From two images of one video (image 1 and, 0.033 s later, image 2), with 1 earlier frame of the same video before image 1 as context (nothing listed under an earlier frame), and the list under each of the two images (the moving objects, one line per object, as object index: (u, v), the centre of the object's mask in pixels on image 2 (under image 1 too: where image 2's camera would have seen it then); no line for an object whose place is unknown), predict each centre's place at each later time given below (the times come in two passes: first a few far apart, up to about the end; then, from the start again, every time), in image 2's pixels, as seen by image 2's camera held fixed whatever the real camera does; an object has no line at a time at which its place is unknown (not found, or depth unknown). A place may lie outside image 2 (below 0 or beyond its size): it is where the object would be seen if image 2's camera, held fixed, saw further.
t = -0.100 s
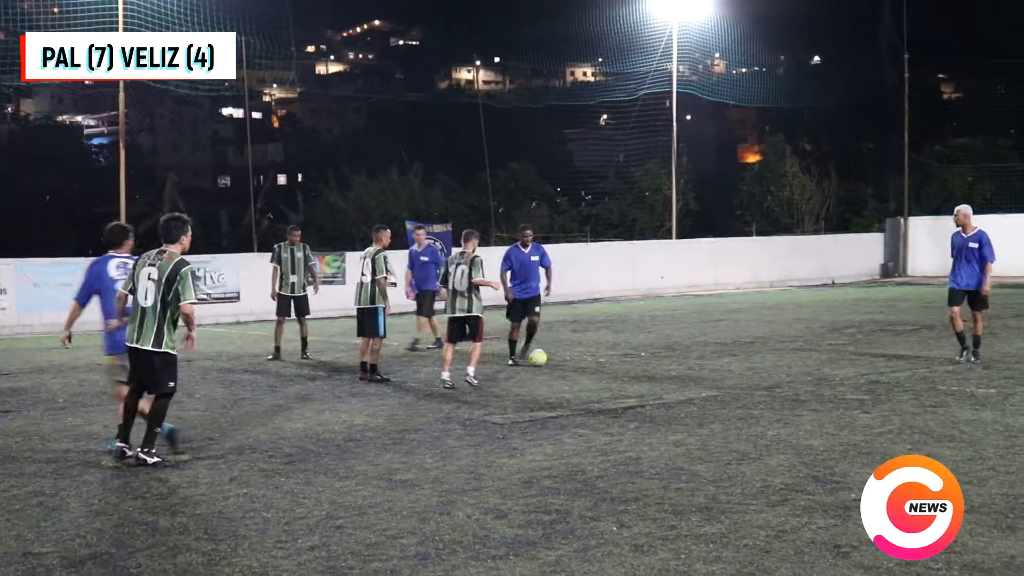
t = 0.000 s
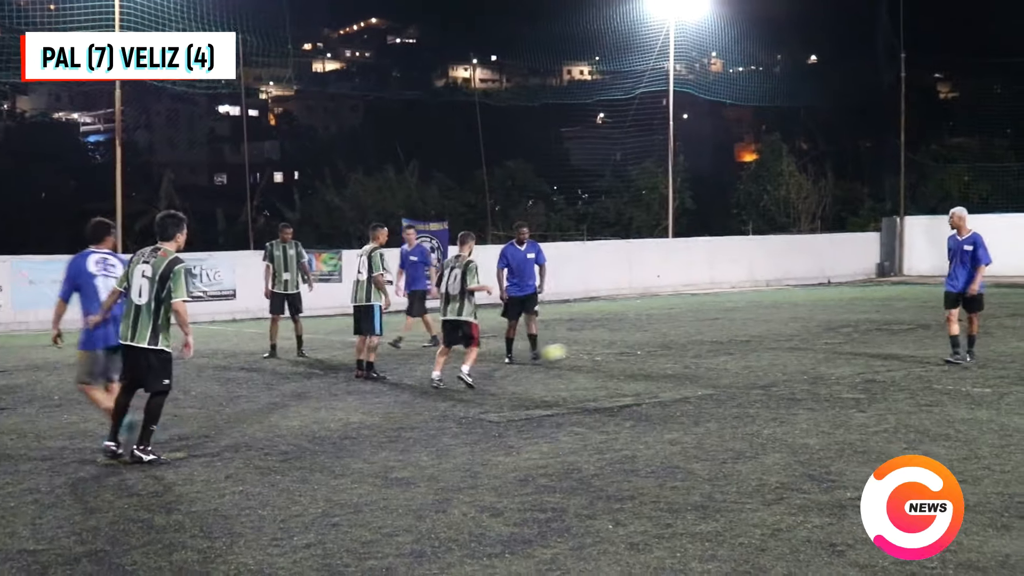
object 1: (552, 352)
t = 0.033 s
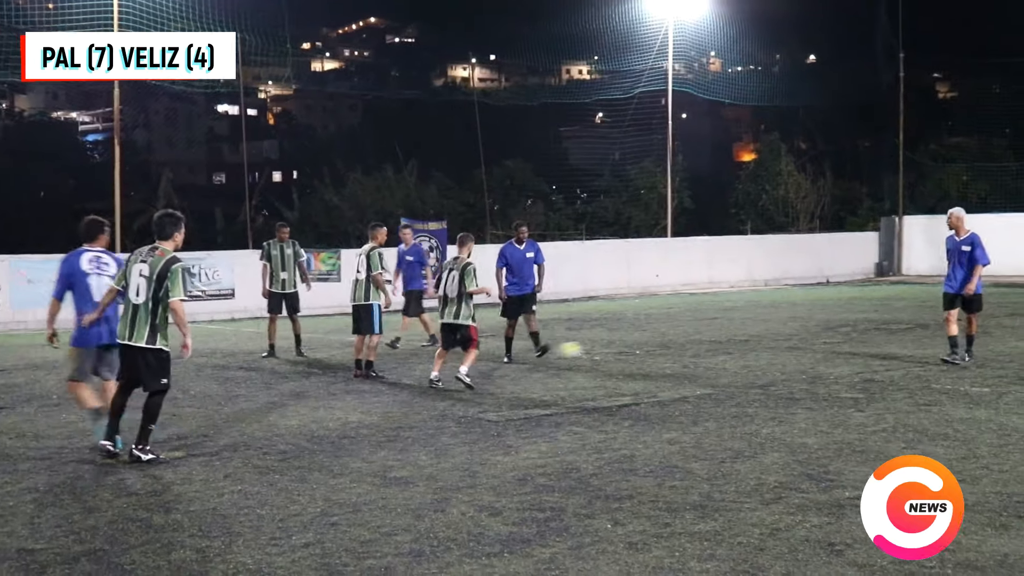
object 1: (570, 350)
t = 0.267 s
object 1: (698, 361)
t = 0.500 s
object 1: (813, 365)
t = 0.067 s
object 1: (587, 349)
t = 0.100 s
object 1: (604, 349)
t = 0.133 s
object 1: (622, 349)
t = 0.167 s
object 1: (642, 351)
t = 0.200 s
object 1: (661, 354)
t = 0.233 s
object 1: (680, 357)
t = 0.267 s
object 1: (698, 361)
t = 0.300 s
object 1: (714, 360)
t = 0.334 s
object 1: (731, 359)
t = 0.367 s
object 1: (747, 359)
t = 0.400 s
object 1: (764, 360)
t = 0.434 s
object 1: (781, 363)
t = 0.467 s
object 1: (798, 365)
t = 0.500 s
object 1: (813, 365)
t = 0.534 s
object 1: (827, 364)
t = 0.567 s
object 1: (841, 364)
